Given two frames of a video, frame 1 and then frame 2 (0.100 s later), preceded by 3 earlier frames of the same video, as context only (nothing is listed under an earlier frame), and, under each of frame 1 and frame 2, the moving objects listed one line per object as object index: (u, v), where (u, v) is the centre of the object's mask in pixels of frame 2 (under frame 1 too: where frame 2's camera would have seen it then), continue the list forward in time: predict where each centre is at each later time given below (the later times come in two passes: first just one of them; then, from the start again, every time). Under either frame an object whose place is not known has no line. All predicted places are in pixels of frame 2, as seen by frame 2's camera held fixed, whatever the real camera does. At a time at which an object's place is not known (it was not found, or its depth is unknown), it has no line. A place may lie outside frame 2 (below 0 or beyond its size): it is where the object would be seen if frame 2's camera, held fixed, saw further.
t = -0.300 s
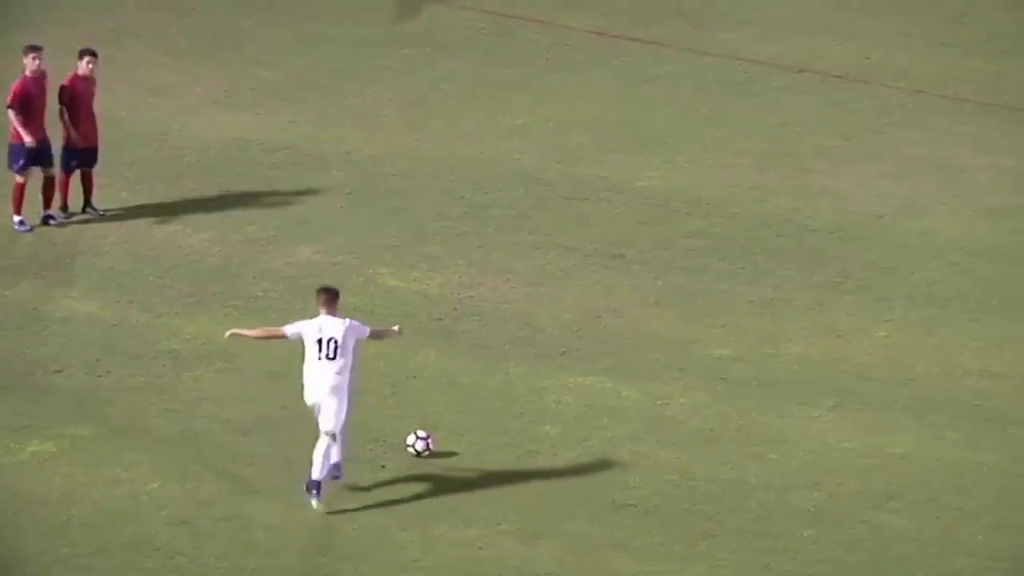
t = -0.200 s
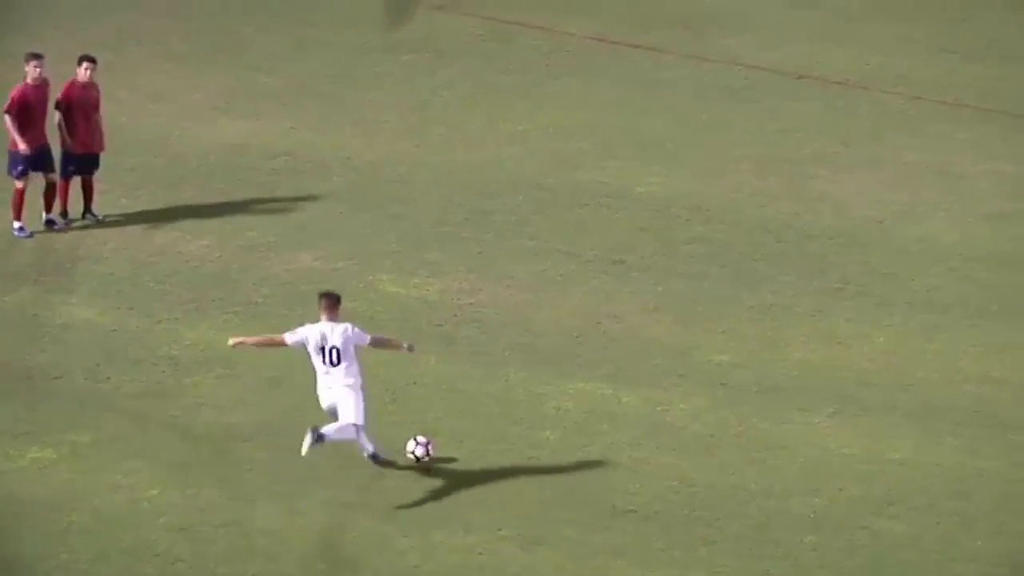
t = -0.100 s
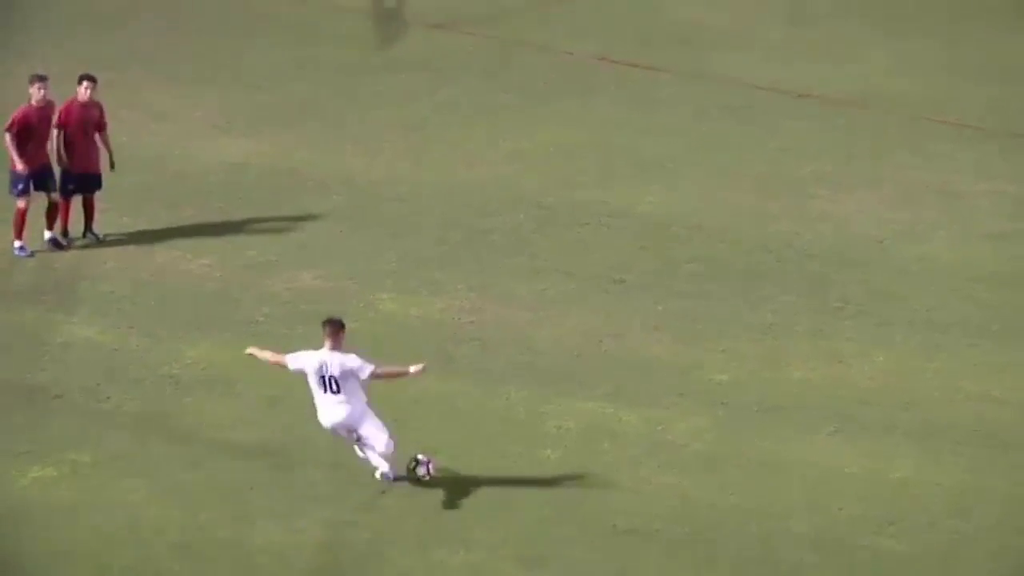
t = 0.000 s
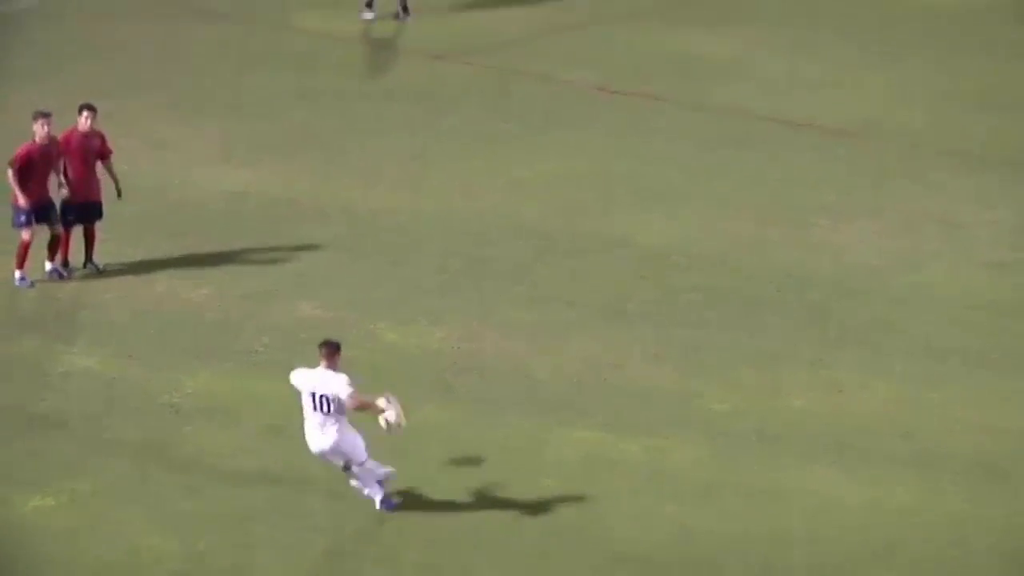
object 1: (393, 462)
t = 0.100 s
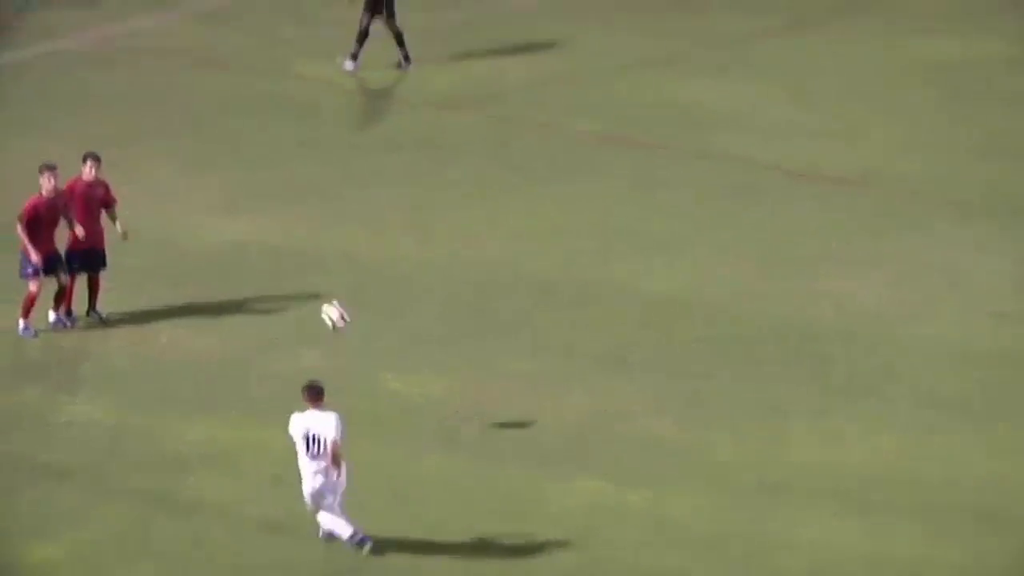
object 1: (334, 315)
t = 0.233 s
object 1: (262, 153)
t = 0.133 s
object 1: (315, 271)
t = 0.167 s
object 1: (298, 229)
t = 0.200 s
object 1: (280, 191)
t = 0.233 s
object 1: (262, 153)
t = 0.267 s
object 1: (246, 117)
